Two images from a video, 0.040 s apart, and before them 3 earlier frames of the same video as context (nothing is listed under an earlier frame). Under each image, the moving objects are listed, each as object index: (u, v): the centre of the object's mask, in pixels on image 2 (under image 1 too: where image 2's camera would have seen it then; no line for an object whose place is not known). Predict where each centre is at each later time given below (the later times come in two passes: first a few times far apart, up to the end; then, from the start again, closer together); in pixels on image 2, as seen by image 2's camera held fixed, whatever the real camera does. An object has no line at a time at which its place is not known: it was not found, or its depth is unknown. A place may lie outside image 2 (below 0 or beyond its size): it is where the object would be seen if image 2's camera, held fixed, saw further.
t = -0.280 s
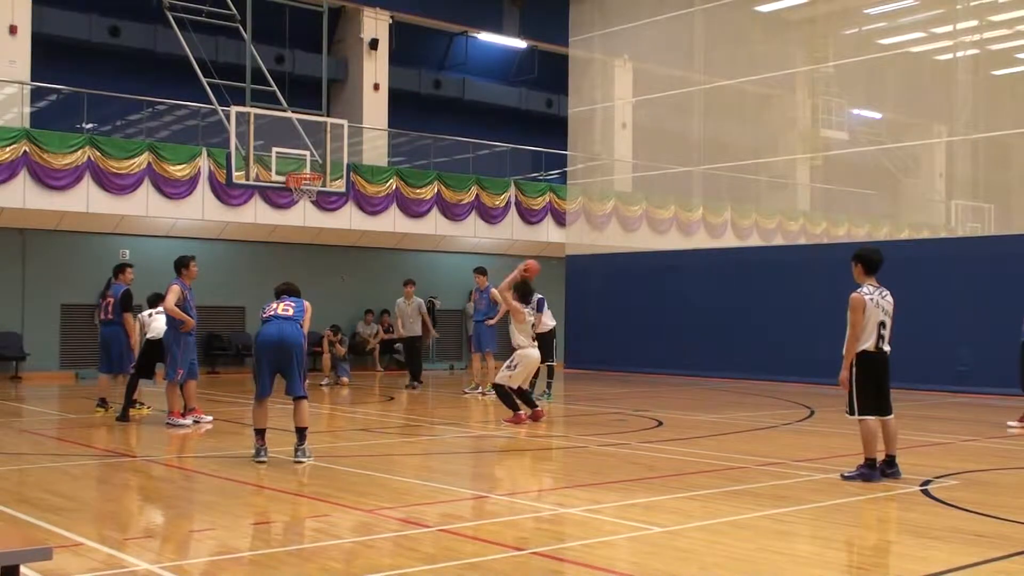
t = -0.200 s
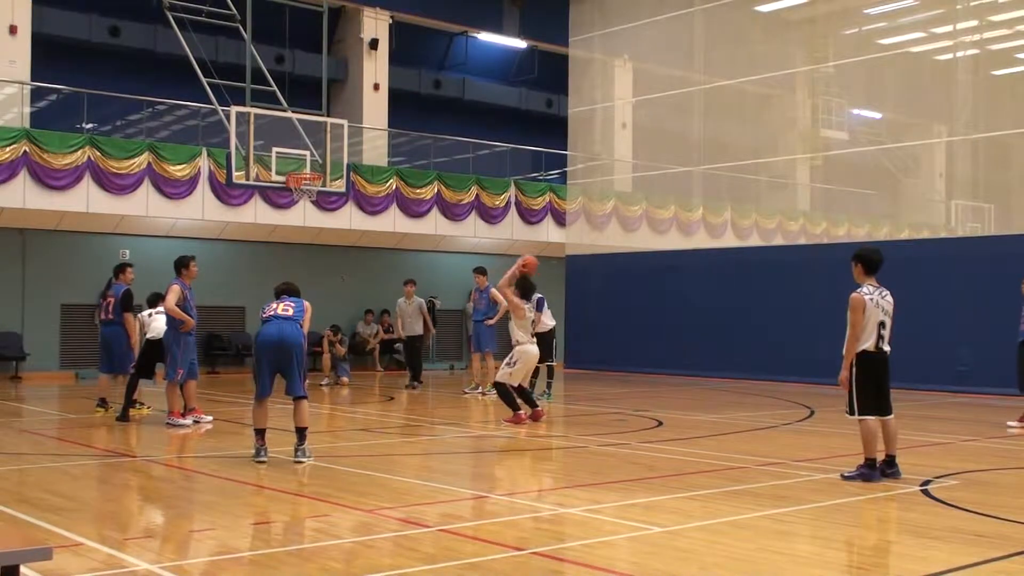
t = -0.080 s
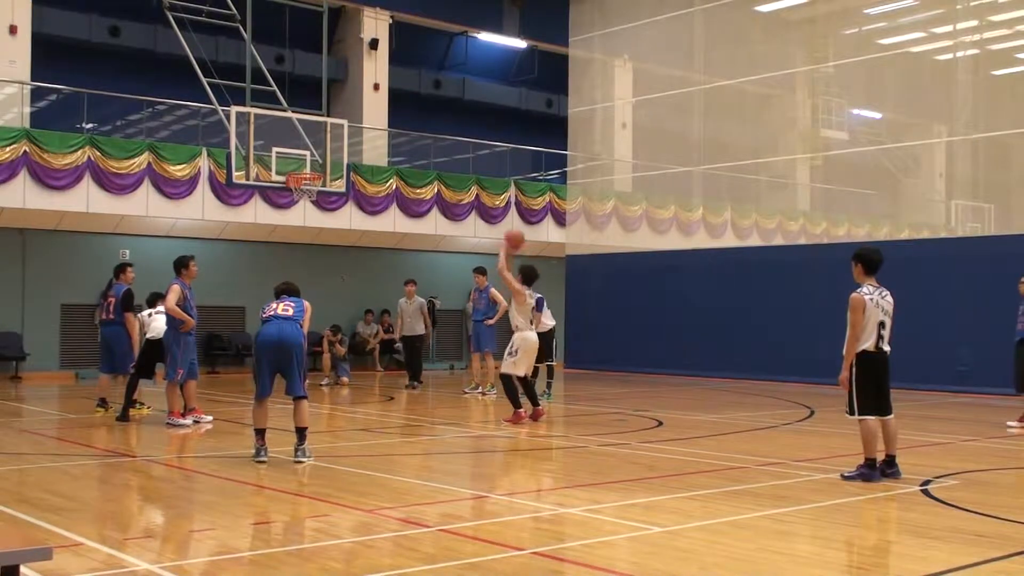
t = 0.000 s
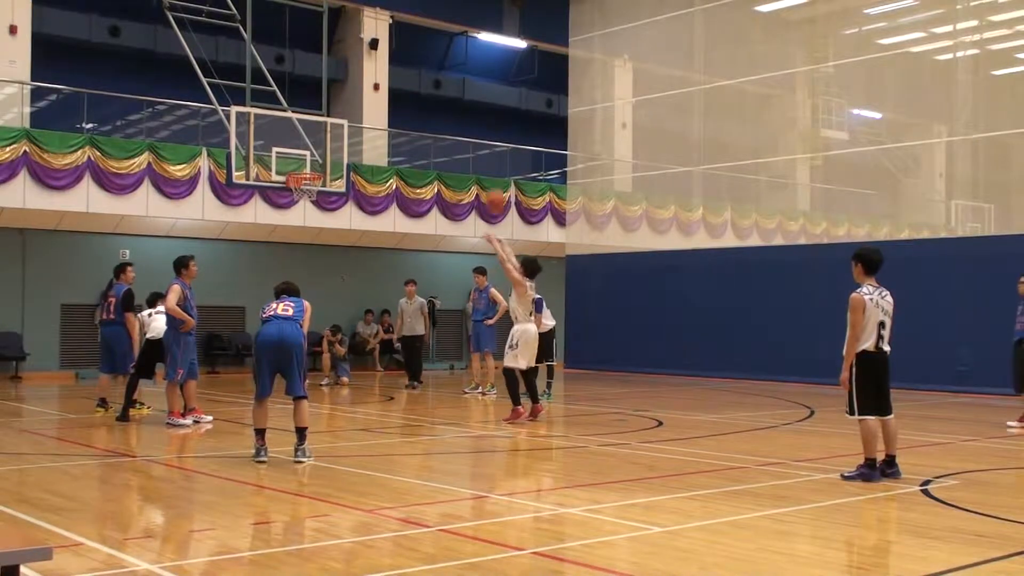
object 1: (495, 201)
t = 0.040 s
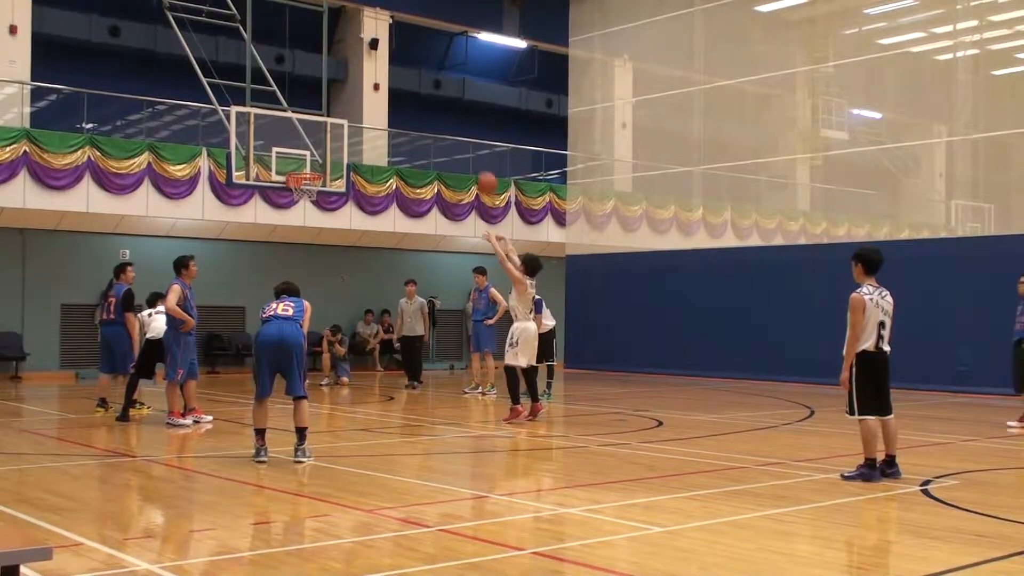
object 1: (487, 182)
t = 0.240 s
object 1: (443, 122)
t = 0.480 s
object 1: (395, 95)
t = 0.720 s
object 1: (351, 111)
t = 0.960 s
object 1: (312, 166)
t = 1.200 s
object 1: (289, 224)
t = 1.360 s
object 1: (280, 272)
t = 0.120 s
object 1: (469, 154)
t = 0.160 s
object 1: (460, 141)
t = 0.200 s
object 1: (451, 131)
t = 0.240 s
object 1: (443, 122)
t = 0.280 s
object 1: (434, 114)
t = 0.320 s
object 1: (426, 107)
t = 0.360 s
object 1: (418, 102)
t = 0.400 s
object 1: (410, 98)
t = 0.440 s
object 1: (402, 96)
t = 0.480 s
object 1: (395, 95)
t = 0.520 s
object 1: (387, 94)
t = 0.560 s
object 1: (380, 95)
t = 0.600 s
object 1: (373, 98)
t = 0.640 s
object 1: (366, 101)
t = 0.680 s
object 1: (358, 105)
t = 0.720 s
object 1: (351, 111)
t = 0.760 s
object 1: (345, 116)
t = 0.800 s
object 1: (337, 125)
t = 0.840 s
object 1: (332, 135)
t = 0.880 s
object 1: (324, 143)
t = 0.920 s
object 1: (318, 155)
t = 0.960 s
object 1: (312, 166)
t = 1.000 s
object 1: (304, 178)
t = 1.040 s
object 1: (299, 190)
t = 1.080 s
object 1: (297, 195)
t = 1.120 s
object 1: (295, 205)
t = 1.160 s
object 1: (292, 214)
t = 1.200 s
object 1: (289, 224)
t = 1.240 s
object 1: (287, 237)
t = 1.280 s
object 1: (284, 247)
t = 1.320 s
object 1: (282, 259)
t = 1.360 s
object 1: (280, 272)
